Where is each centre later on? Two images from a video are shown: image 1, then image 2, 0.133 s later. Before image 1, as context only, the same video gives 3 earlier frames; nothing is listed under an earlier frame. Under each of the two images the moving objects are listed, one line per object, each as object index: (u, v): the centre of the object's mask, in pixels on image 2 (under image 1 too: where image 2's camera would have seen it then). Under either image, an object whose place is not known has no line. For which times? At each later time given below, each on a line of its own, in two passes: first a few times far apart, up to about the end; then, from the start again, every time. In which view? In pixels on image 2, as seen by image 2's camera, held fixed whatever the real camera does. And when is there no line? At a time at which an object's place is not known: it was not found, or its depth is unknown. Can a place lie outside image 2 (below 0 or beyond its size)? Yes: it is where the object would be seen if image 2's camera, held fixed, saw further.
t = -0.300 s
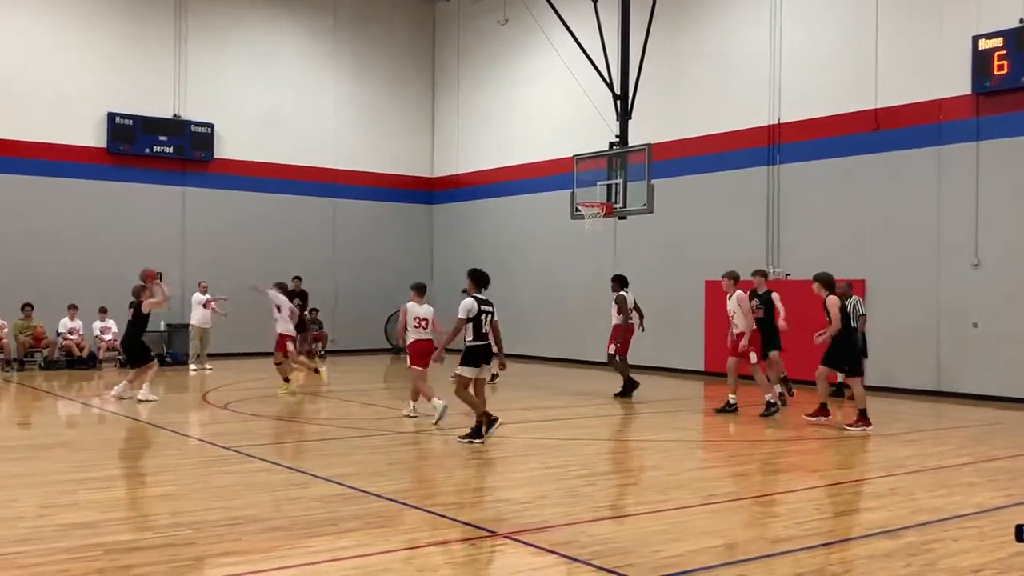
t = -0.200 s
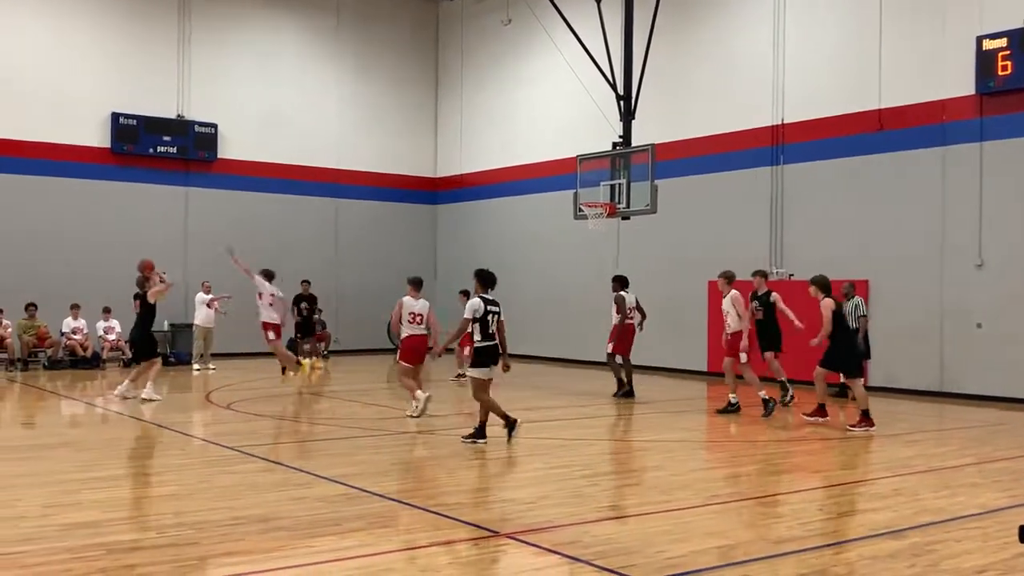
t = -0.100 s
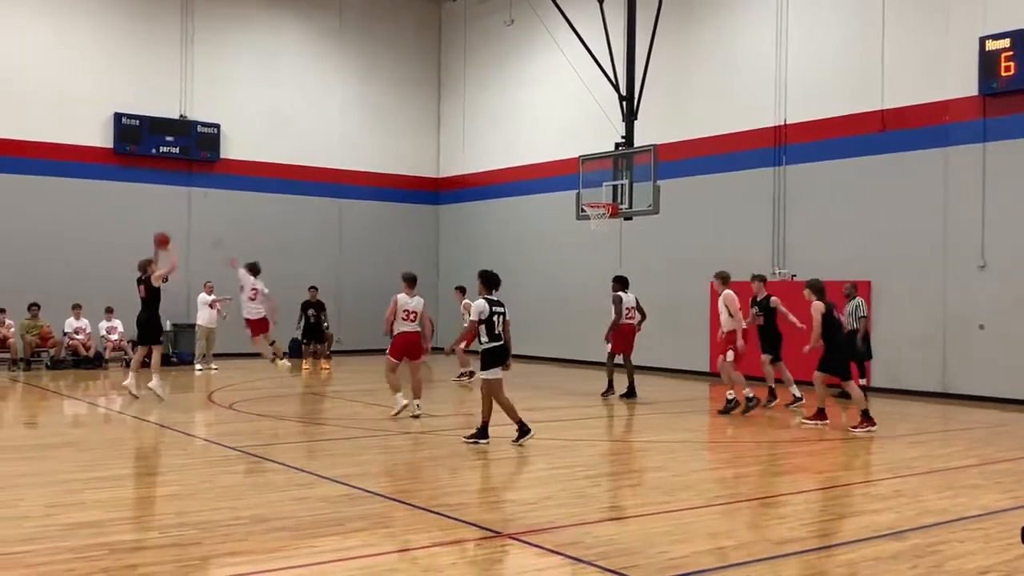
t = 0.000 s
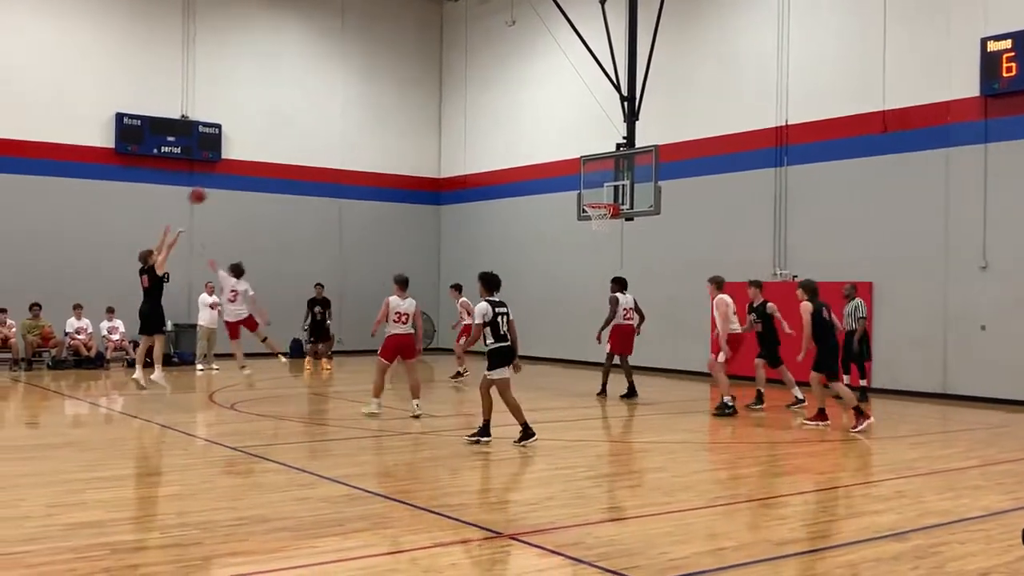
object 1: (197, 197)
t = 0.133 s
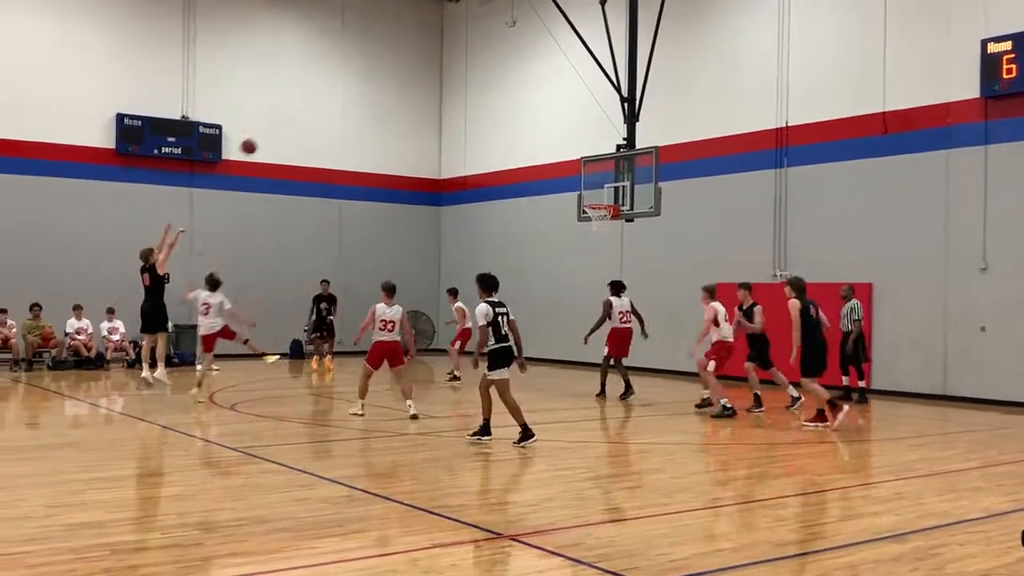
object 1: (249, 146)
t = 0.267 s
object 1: (296, 111)
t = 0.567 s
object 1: (397, 75)
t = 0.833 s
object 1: (479, 90)
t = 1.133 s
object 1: (563, 155)
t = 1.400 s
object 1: (581, 195)
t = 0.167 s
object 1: (260, 136)
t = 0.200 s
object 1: (272, 127)
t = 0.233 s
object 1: (284, 119)
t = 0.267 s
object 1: (296, 111)
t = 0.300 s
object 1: (308, 104)
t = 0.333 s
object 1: (320, 98)
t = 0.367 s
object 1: (331, 92)
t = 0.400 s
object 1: (343, 87)
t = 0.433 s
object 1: (354, 83)
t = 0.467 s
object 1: (365, 80)
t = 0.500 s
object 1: (375, 78)
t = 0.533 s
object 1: (387, 76)
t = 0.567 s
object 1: (397, 75)
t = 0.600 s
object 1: (408, 75)
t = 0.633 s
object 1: (418, 75)
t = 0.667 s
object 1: (428, 76)
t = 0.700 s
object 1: (439, 78)
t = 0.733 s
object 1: (449, 80)
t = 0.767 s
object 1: (459, 82)
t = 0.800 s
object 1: (468, 86)
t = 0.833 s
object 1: (479, 90)
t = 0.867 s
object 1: (488, 95)
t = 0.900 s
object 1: (498, 101)
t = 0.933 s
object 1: (508, 107)
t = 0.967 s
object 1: (517, 113)
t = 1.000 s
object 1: (526, 120)
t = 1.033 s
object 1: (535, 128)
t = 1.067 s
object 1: (545, 137)
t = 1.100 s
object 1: (554, 146)
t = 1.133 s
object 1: (563, 155)
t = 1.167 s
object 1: (574, 167)
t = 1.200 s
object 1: (580, 180)
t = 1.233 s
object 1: (589, 188)
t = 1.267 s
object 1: (597, 198)
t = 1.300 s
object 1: (601, 199)
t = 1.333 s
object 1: (595, 198)
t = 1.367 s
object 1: (588, 197)
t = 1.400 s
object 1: (581, 195)
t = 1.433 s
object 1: (574, 193)
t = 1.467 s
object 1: (565, 193)
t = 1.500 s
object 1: (559, 193)
